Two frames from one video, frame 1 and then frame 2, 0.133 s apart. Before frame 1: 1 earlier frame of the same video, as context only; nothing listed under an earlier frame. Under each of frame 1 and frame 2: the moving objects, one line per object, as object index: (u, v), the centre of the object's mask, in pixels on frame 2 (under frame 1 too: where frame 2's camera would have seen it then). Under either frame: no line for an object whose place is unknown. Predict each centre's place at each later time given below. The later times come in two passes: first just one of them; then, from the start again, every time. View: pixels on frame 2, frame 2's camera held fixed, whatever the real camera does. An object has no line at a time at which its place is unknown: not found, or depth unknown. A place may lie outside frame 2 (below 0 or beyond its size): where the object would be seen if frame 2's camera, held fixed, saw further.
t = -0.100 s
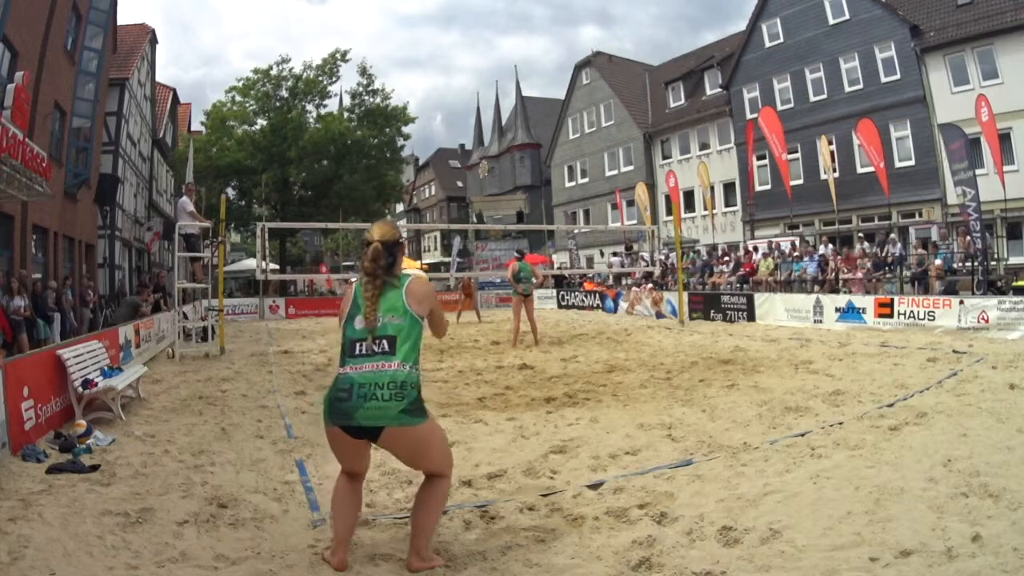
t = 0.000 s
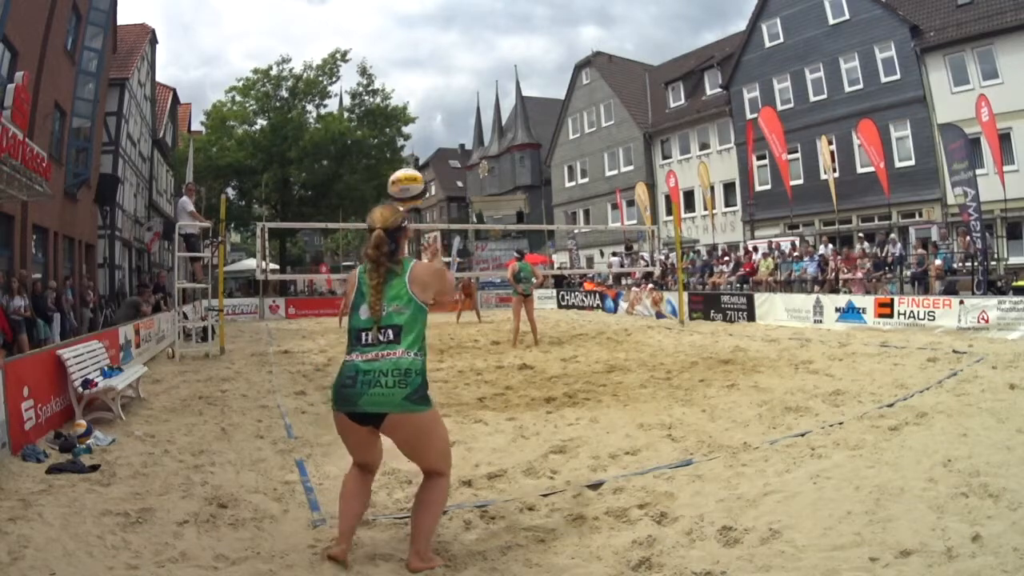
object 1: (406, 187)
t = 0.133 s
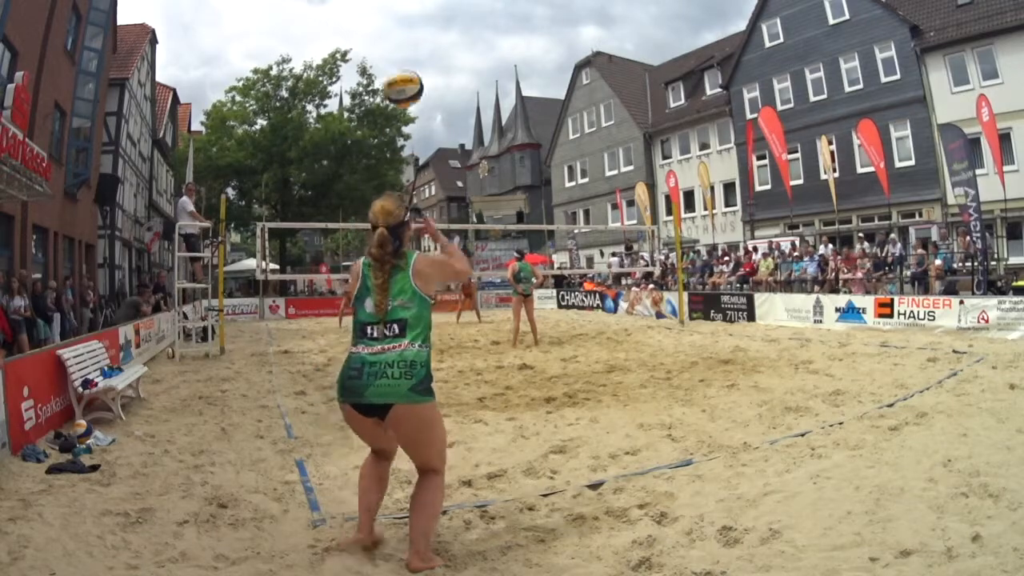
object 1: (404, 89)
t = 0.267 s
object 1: (401, 25)
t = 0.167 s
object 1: (403, 69)
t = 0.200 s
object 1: (402, 52)
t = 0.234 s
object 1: (402, 38)
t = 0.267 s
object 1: (401, 25)
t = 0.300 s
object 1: (400, 15)
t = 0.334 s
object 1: (400, 10)
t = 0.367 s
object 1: (399, 7)
